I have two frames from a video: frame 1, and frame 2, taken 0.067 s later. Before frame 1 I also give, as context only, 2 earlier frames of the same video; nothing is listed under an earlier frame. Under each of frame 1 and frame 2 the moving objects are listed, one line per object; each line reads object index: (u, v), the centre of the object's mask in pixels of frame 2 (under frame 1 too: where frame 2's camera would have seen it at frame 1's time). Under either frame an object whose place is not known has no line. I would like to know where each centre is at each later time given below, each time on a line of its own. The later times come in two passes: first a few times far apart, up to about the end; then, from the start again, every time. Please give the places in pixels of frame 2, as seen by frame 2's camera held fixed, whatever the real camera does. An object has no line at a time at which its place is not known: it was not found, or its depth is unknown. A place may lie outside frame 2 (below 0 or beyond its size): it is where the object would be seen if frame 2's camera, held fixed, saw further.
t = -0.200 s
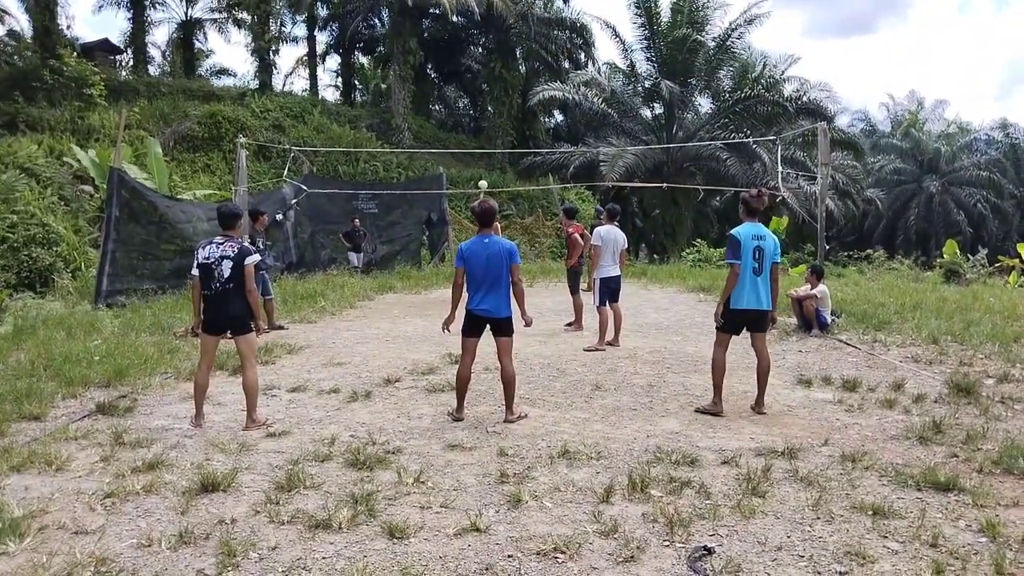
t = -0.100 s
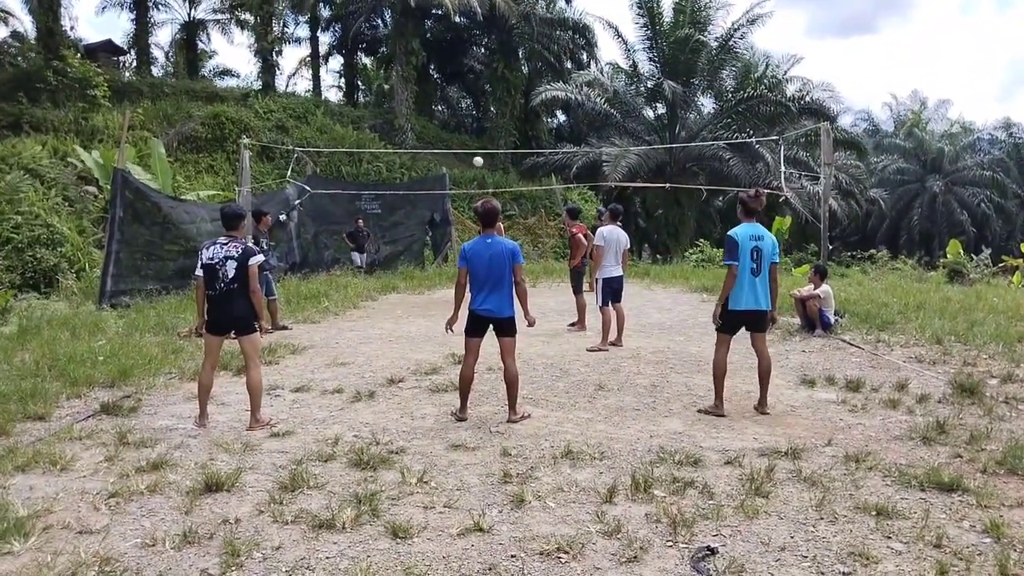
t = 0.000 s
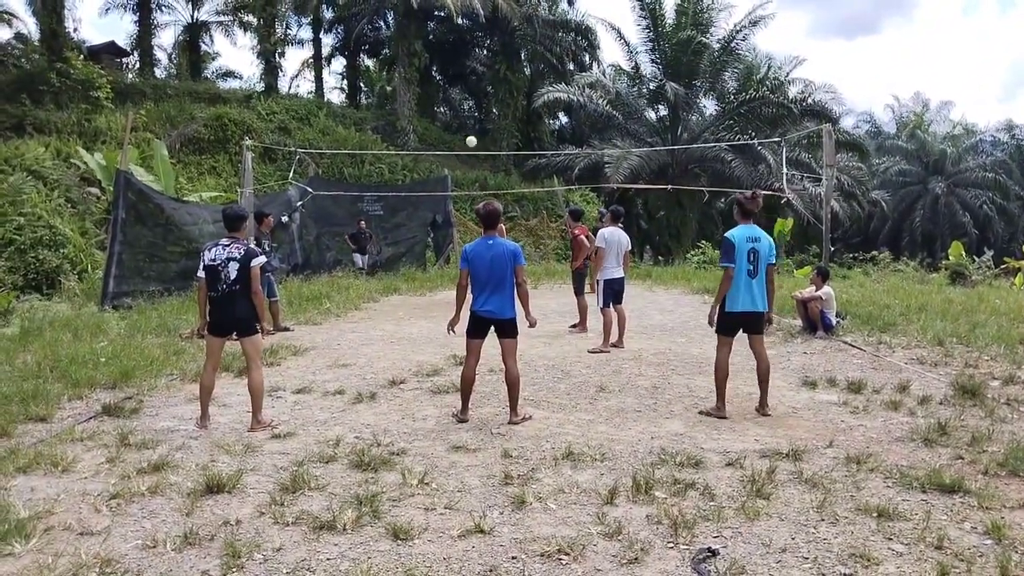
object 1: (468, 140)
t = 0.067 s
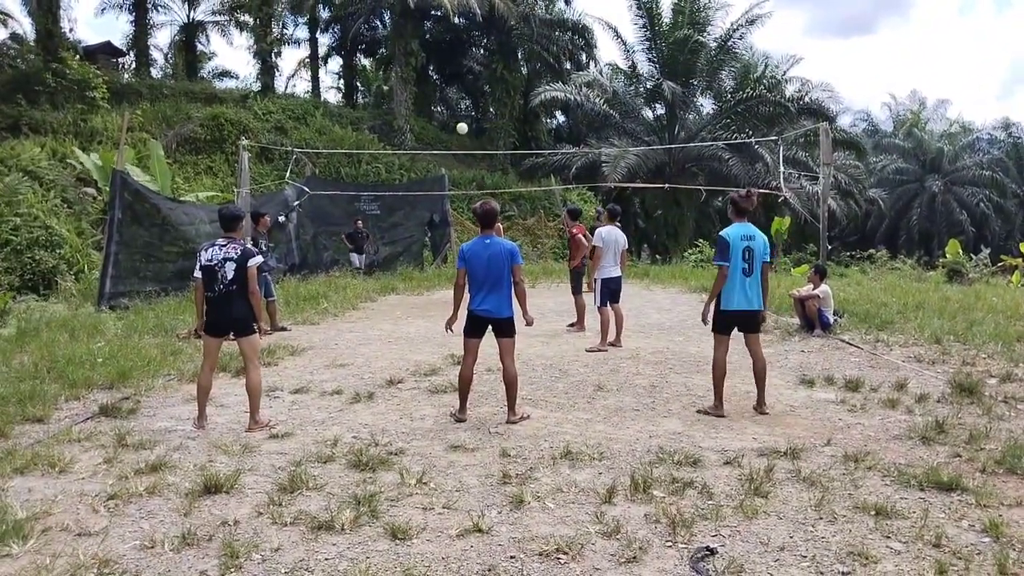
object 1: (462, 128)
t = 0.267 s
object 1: (442, 102)
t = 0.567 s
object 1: (405, 101)
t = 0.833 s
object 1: (354, 165)
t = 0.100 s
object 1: (459, 123)
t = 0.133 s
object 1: (455, 117)
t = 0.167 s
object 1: (452, 113)
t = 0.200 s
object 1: (449, 108)
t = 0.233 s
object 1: (445, 105)
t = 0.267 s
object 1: (442, 102)
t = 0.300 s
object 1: (438, 99)
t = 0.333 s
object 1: (434, 97)
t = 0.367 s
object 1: (430, 96)
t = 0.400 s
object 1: (427, 95)
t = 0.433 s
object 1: (423, 95)
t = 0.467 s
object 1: (419, 95)
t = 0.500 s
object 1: (414, 96)
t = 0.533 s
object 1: (410, 98)
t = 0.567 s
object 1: (405, 101)
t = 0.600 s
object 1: (400, 104)
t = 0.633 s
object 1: (395, 109)
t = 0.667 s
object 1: (389, 115)
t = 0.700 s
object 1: (382, 122)
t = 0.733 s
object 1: (376, 131)
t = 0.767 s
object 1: (369, 140)
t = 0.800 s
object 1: (362, 152)
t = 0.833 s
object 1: (354, 165)
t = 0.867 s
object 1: (346, 179)
